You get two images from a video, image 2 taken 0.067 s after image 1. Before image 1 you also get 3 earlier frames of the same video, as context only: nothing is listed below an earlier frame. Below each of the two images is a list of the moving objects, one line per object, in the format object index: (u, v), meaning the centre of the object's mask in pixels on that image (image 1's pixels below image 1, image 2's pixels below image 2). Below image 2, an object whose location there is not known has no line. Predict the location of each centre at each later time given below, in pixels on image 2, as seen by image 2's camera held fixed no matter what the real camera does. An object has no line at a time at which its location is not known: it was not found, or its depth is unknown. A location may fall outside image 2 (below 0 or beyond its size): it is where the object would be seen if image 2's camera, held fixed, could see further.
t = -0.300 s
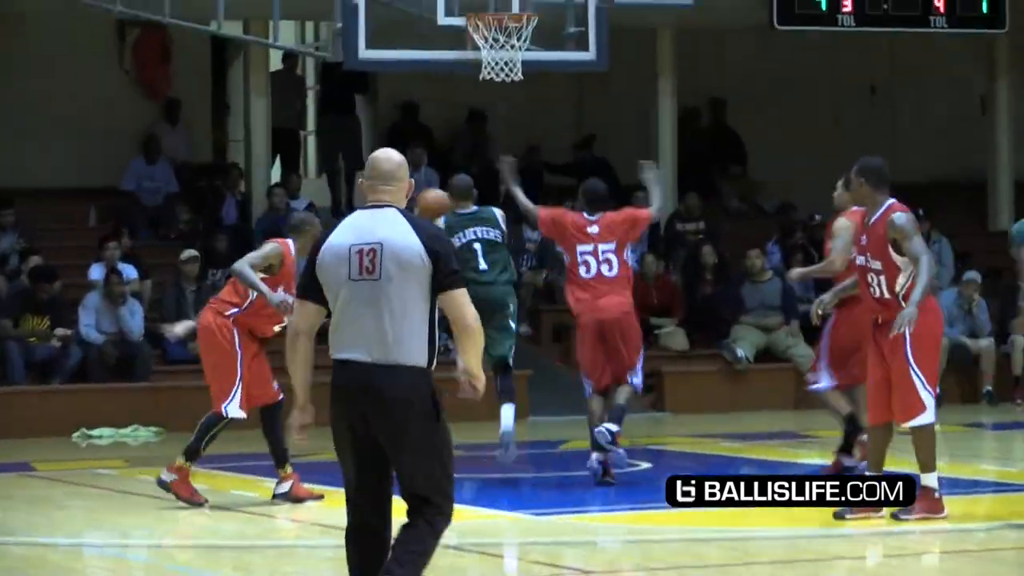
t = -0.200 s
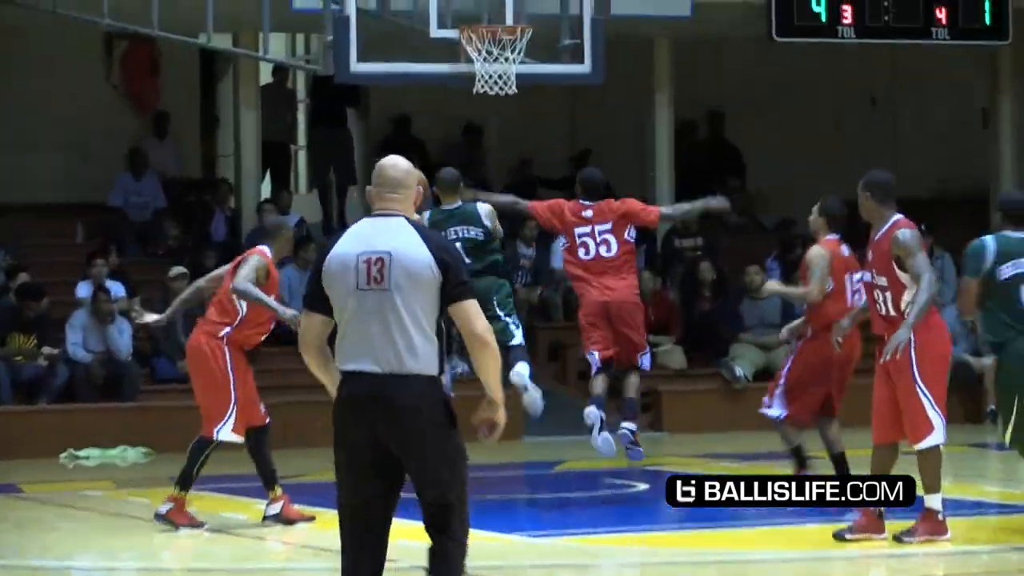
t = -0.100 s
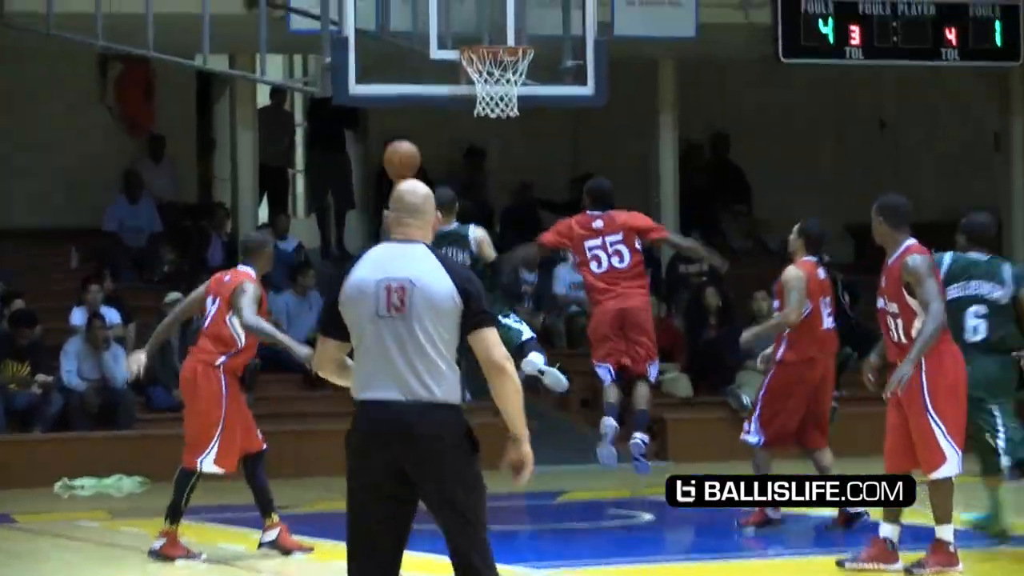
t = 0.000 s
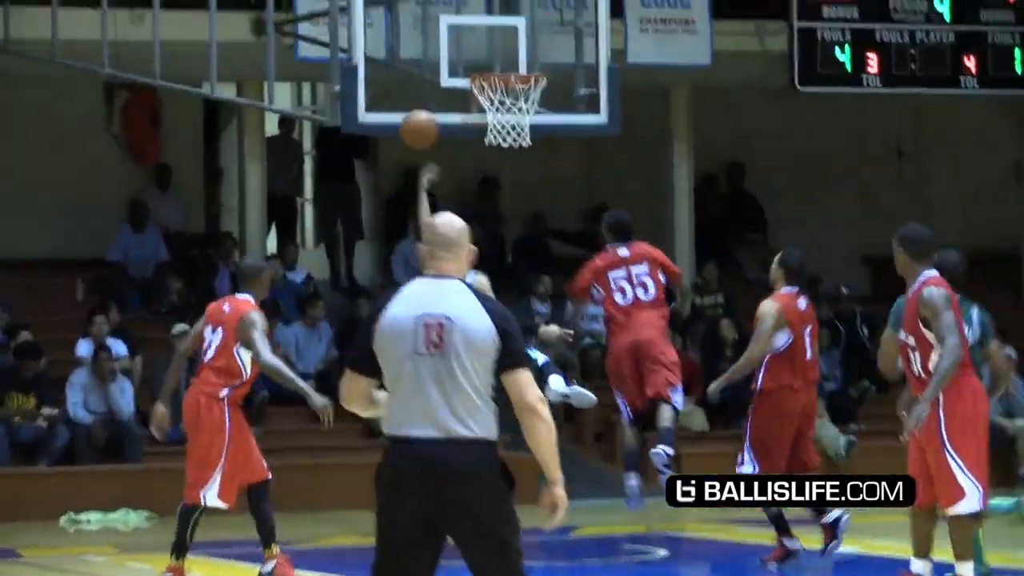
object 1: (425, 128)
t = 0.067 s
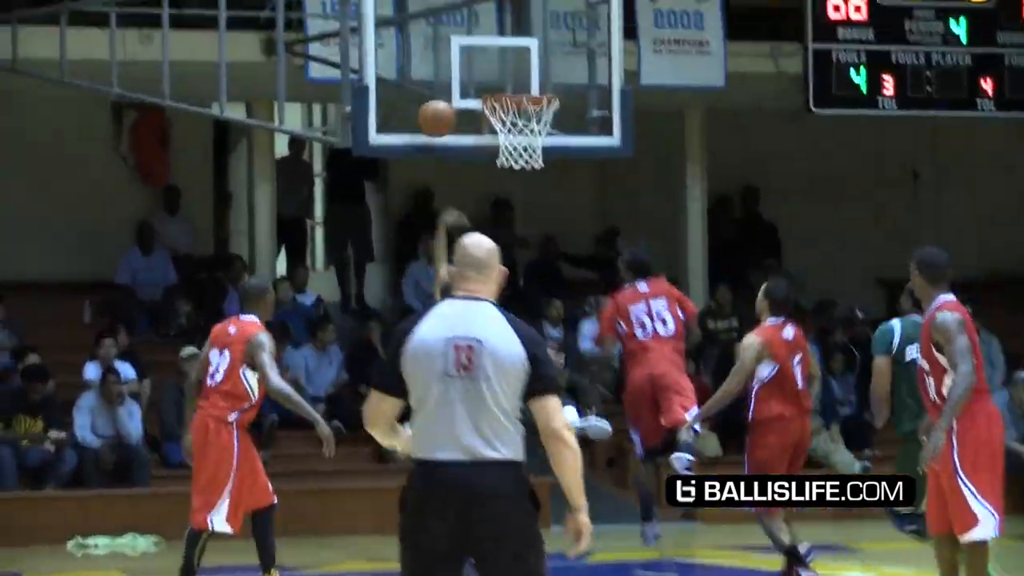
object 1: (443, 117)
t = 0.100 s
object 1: (445, 104)
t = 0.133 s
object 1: (449, 89)
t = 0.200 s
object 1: (463, 77)
